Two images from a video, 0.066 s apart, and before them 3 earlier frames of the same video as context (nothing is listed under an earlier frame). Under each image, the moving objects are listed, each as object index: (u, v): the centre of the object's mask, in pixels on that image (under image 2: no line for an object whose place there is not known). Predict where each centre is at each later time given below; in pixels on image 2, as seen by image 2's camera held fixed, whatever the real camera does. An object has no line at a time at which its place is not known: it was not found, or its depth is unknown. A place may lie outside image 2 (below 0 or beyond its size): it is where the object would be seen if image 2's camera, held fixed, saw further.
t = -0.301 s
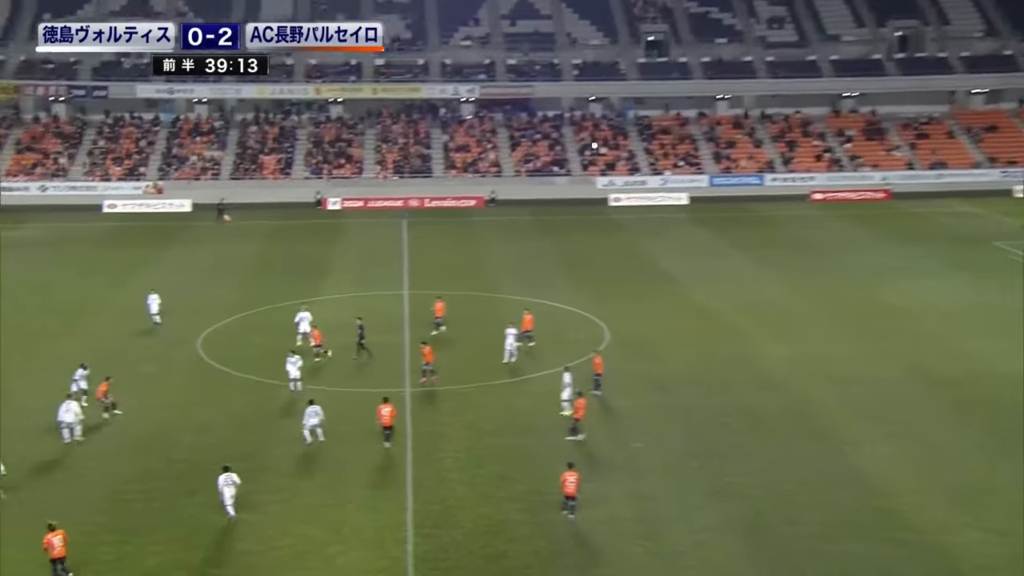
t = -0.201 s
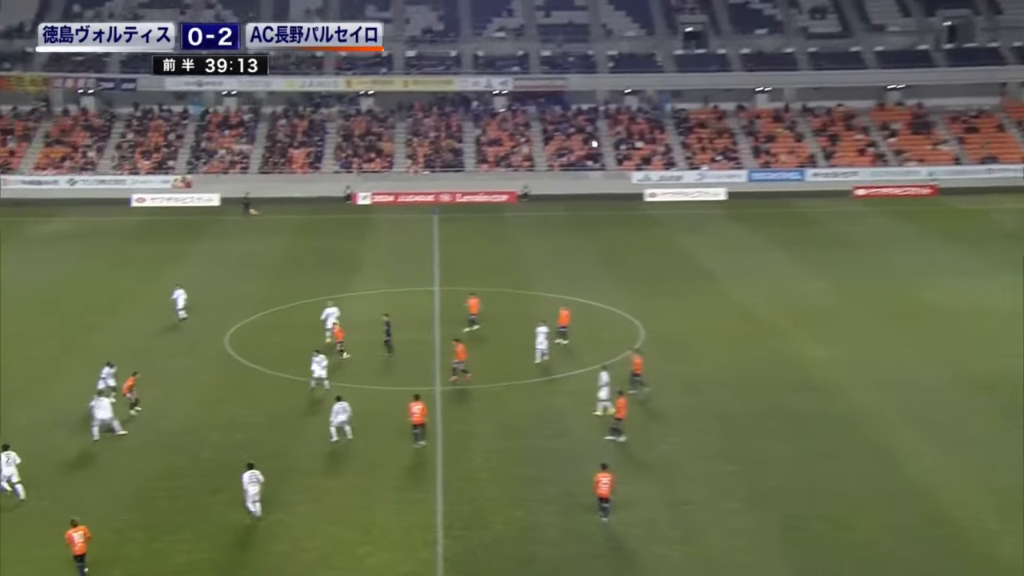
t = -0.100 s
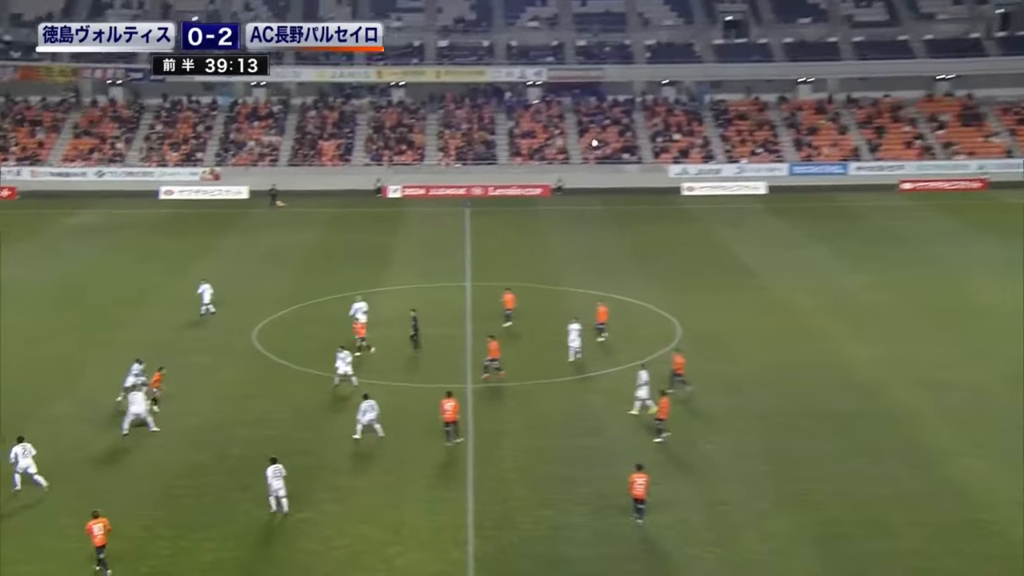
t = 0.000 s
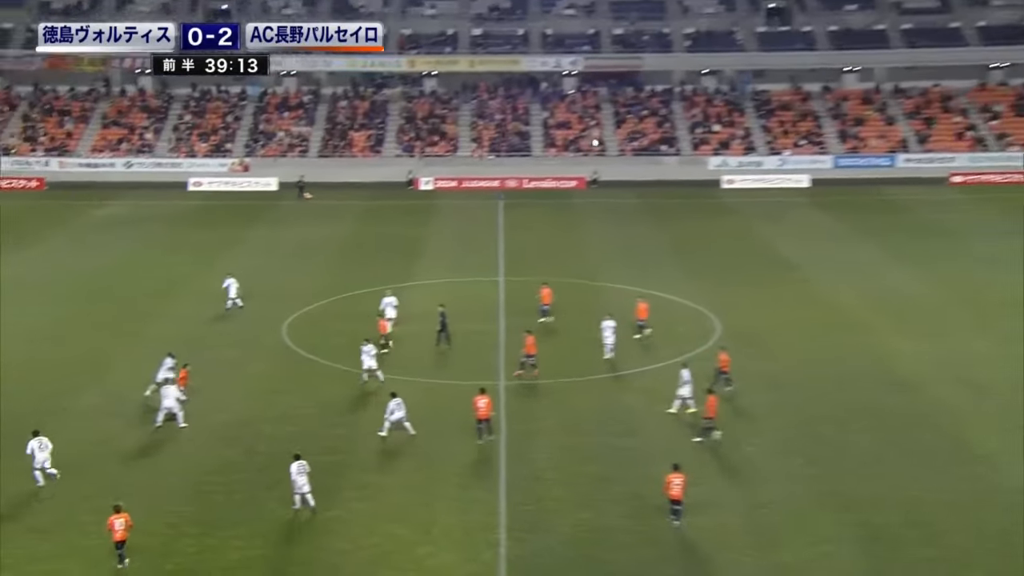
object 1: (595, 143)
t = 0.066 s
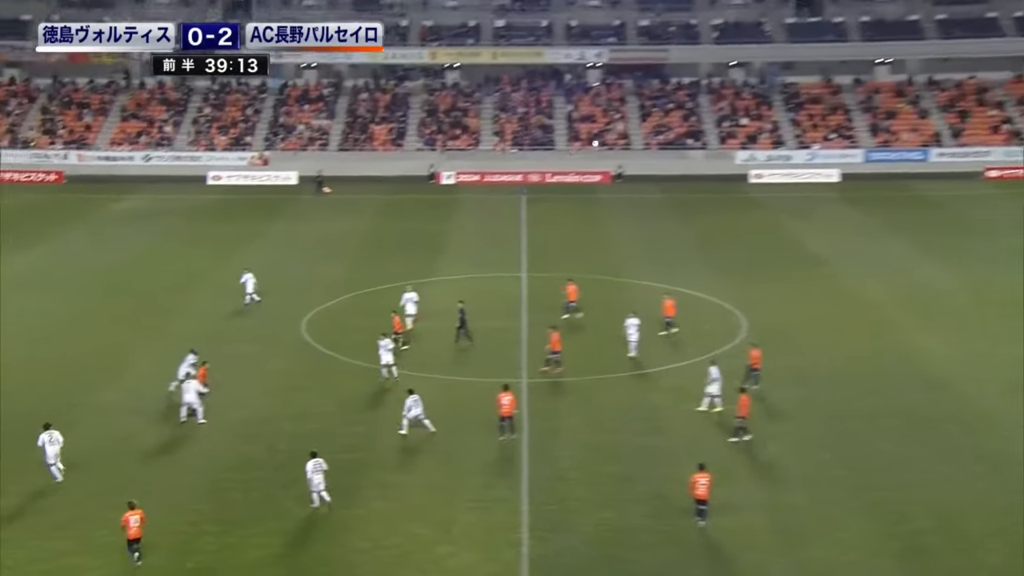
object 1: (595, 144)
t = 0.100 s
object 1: (584, 146)
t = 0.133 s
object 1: (574, 149)
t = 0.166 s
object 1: (564, 153)
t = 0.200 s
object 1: (554, 156)
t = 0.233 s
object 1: (543, 159)
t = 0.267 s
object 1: (532, 163)
